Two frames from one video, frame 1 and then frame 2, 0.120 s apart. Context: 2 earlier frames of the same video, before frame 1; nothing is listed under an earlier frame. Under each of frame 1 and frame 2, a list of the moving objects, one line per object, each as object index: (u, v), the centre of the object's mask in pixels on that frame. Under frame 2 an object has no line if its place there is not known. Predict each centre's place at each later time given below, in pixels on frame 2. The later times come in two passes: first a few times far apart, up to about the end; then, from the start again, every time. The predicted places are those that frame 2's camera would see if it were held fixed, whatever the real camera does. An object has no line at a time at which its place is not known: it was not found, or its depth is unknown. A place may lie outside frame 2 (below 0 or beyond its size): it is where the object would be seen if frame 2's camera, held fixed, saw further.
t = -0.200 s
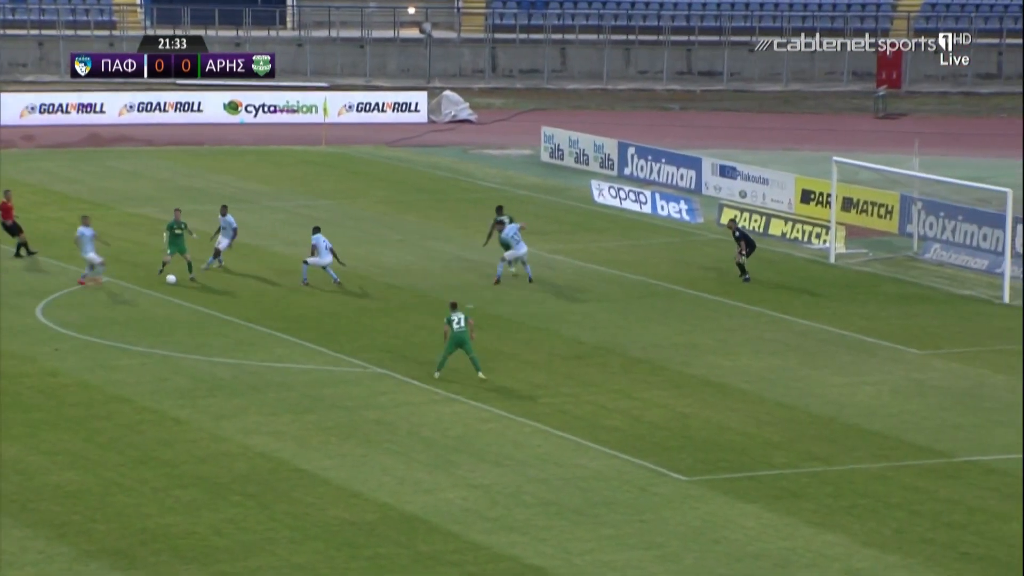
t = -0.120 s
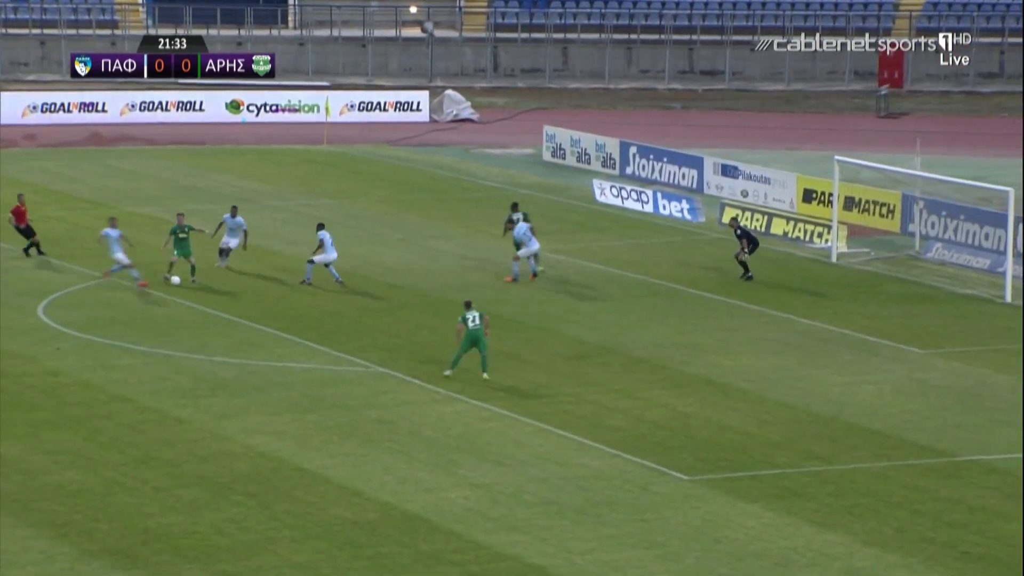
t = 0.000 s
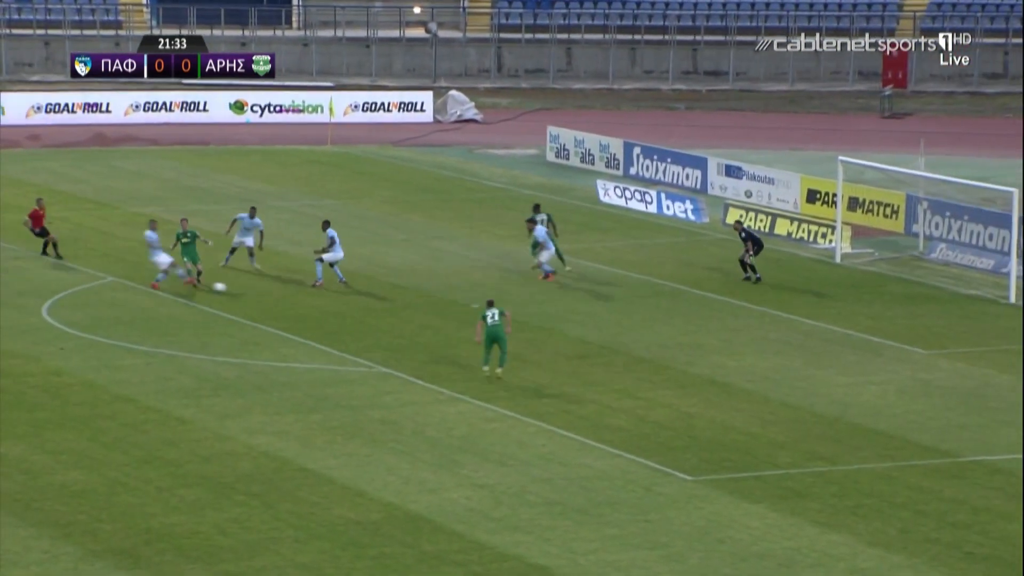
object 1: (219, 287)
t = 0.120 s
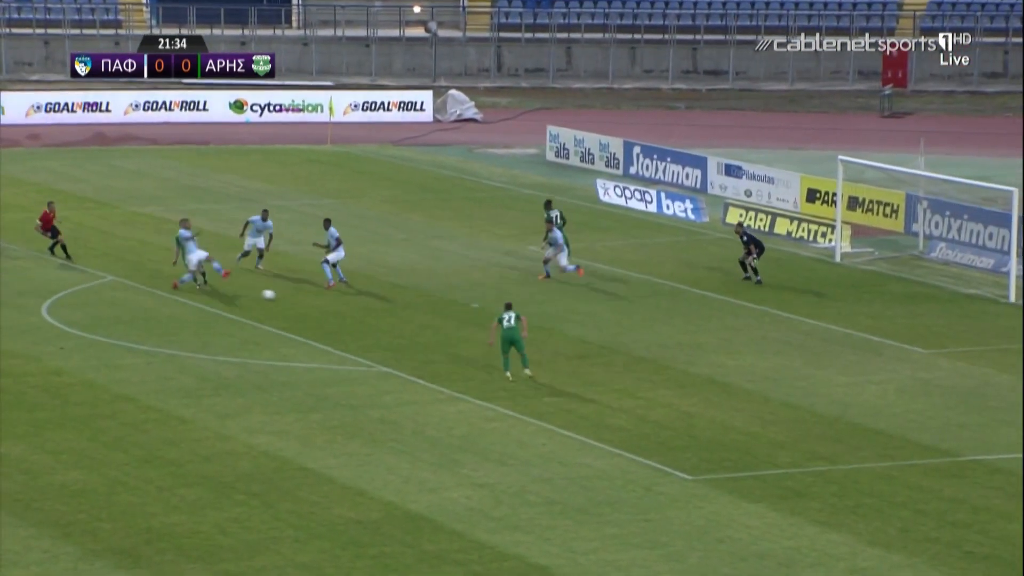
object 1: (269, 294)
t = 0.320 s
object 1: (342, 306)
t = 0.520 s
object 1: (406, 317)
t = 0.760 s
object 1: (471, 326)
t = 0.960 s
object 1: (520, 334)
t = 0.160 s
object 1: (284, 296)
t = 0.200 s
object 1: (299, 299)
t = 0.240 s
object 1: (313, 302)
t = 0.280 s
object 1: (328, 304)
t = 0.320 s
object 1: (342, 306)
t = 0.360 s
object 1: (355, 308)
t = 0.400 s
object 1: (369, 311)
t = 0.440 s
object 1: (381, 312)
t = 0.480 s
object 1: (394, 314)
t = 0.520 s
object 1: (406, 317)
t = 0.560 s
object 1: (417, 318)
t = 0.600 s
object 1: (428, 319)
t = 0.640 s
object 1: (439, 321)
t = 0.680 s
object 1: (450, 324)
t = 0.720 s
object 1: (460, 325)
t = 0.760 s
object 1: (471, 326)
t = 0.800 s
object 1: (481, 328)
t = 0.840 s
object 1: (491, 330)
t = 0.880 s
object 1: (501, 331)
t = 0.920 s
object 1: (510, 333)
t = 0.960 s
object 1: (520, 334)
